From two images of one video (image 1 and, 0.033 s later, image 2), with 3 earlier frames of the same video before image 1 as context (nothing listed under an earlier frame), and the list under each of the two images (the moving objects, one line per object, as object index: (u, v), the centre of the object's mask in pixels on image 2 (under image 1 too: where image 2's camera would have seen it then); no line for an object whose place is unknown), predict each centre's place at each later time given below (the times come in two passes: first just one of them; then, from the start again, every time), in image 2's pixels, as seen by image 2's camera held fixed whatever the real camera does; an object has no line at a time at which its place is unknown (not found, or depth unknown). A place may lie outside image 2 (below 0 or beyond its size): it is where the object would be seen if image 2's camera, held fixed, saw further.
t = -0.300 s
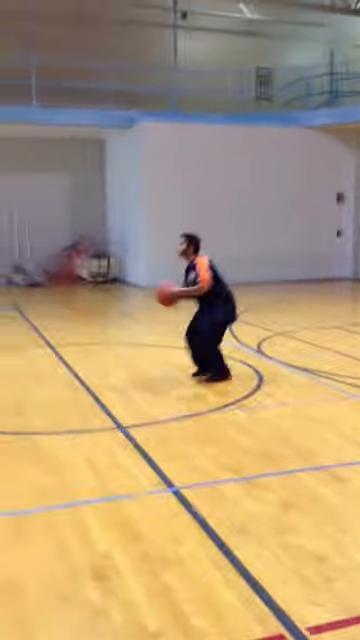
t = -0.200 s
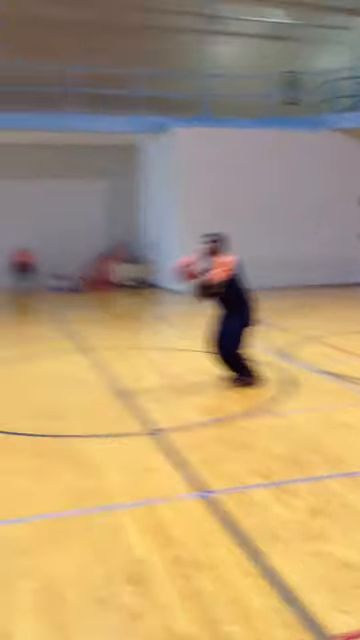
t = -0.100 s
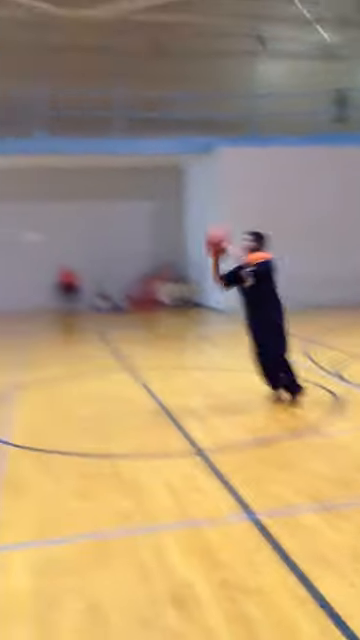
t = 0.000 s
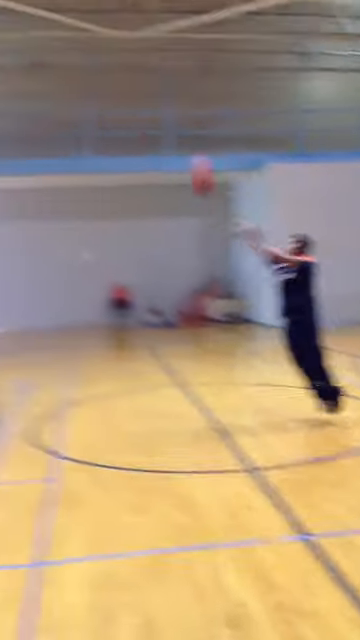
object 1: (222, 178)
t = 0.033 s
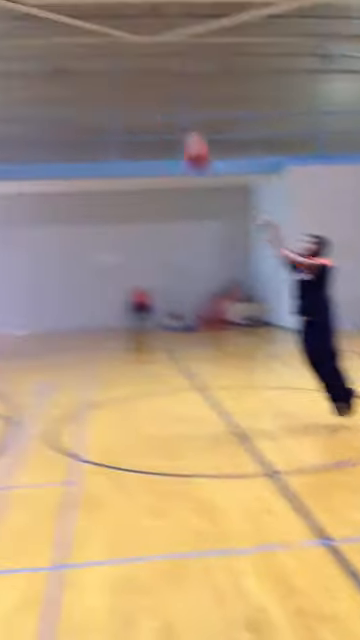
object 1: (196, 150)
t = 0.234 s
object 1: (56, 24)
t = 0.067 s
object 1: (172, 128)
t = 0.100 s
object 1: (149, 103)
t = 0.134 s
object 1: (125, 82)
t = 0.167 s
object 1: (102, 61)
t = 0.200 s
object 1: (79, 42)
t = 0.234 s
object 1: (56, 24)
